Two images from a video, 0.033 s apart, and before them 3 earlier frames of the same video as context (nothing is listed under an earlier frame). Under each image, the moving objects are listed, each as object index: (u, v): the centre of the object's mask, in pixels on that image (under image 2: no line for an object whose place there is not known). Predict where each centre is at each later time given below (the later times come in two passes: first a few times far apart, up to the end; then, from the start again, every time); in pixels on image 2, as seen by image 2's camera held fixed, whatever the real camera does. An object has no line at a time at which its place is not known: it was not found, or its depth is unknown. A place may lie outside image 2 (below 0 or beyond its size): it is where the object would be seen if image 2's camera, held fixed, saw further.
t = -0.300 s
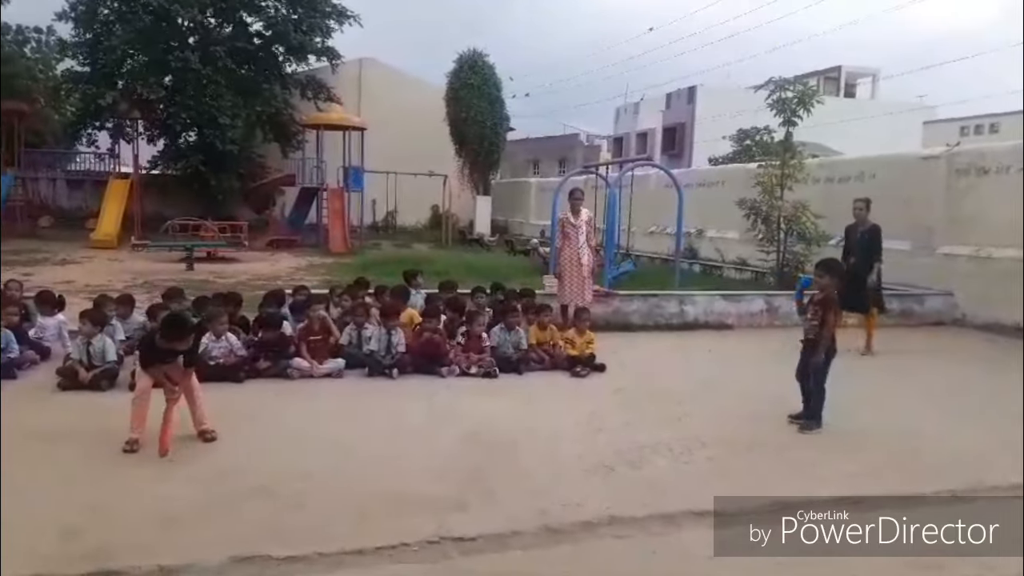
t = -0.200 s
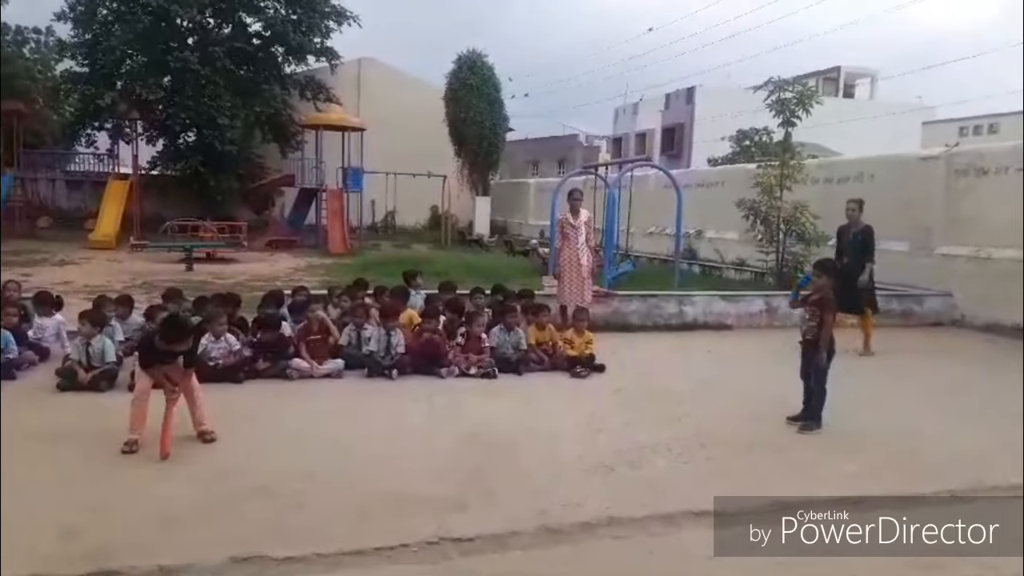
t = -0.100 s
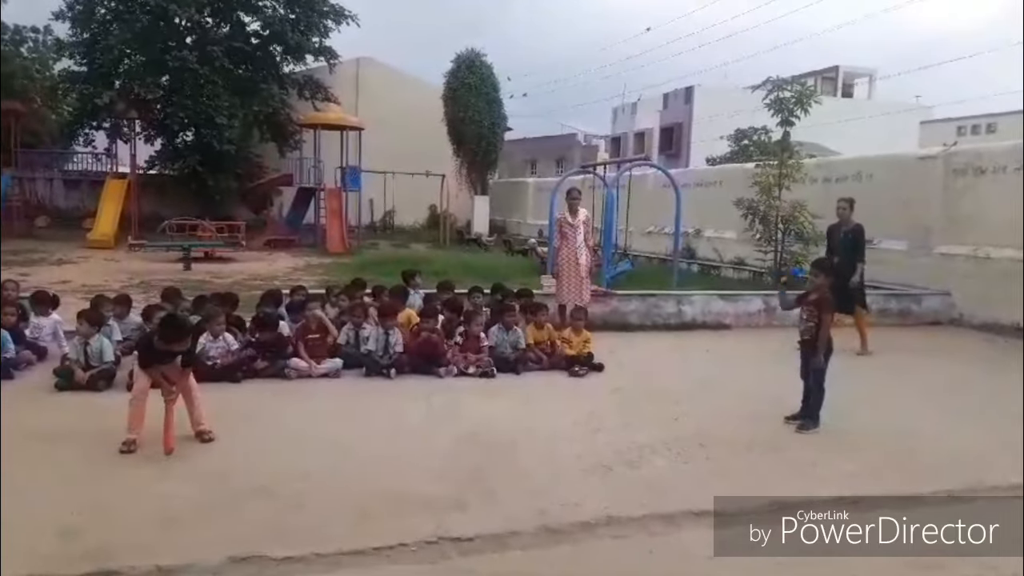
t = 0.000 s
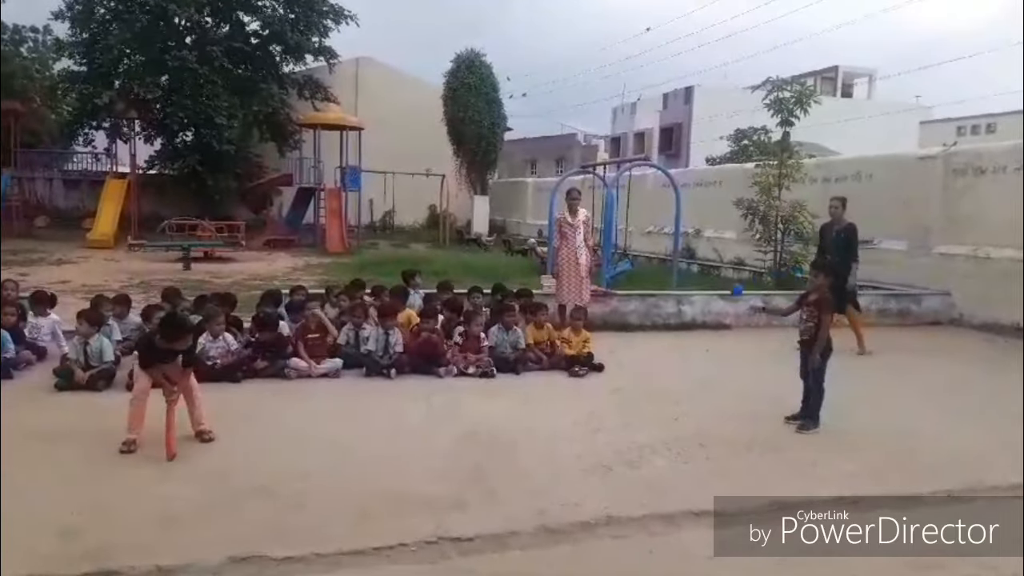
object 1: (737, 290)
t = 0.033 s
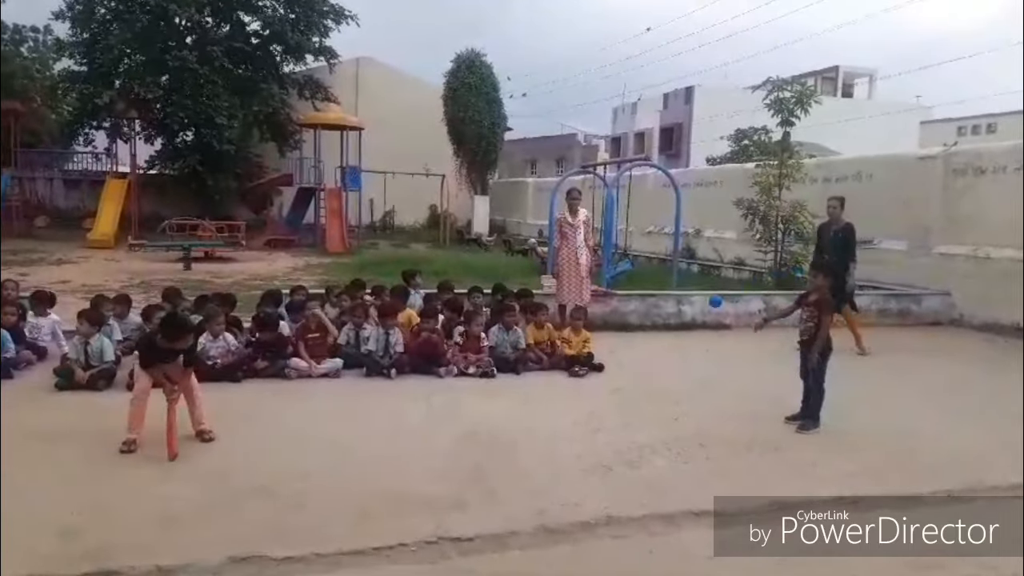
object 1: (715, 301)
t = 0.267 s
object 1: (572, 420)
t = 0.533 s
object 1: (500, 386)
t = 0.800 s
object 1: (419, 417)
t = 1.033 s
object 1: (345, 429)
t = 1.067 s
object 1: (333, 427)
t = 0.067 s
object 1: (695, 315)
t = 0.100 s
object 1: (674, 328)
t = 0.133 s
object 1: (653, 344)
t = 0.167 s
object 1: (632, 362)
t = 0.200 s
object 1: (611, 381)
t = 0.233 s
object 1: (591, 402)
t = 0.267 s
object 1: (572, 420)
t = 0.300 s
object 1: (564, 409)
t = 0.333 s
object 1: (554, 401)
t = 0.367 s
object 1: (545, 395)
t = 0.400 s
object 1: (537, 389)
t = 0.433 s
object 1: (527, 385)
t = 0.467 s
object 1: (517, 385)
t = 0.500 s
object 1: (510, 385)
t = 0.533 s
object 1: (500, 386)
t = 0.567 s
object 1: (489, 390)
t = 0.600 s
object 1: (481, 397)
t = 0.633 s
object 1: (471, 403)
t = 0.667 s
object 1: (460, 412)
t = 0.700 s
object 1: (451, 425)
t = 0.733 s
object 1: (441, 425)
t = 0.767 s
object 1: (431, 420)
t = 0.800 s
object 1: (419, 417)
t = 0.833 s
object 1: (408, 417)
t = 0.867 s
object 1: (399, 418)
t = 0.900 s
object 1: (388, 420)
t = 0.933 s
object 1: (376, 425)
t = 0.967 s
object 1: (365, 433)
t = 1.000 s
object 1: (355, 434)
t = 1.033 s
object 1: (345, 429)
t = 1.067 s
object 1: (333, 427)
